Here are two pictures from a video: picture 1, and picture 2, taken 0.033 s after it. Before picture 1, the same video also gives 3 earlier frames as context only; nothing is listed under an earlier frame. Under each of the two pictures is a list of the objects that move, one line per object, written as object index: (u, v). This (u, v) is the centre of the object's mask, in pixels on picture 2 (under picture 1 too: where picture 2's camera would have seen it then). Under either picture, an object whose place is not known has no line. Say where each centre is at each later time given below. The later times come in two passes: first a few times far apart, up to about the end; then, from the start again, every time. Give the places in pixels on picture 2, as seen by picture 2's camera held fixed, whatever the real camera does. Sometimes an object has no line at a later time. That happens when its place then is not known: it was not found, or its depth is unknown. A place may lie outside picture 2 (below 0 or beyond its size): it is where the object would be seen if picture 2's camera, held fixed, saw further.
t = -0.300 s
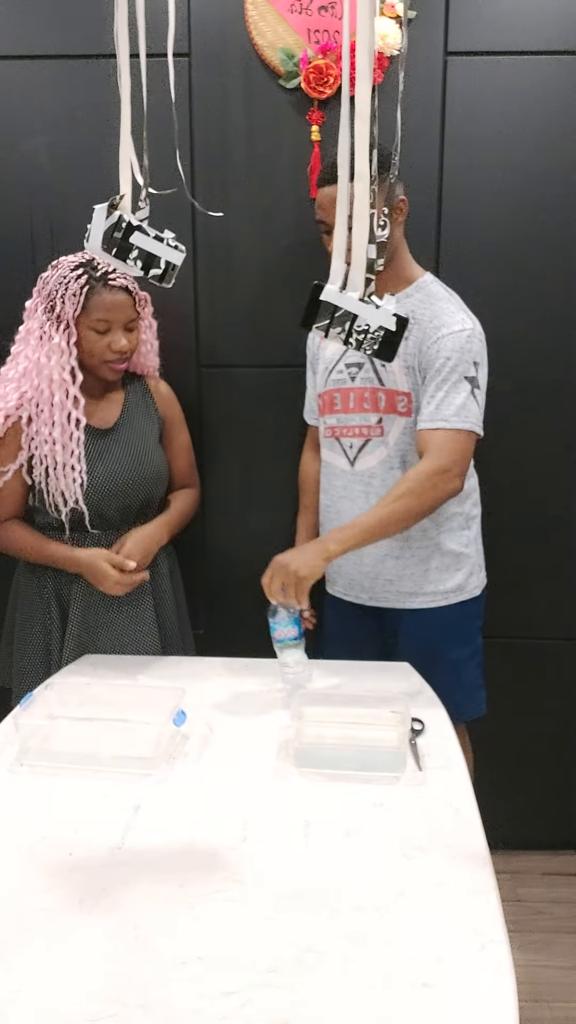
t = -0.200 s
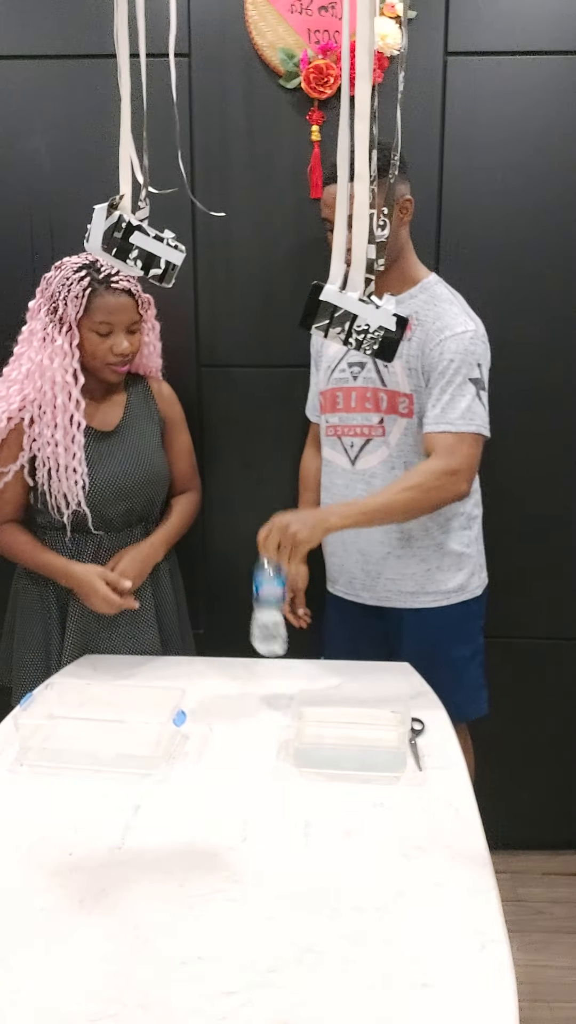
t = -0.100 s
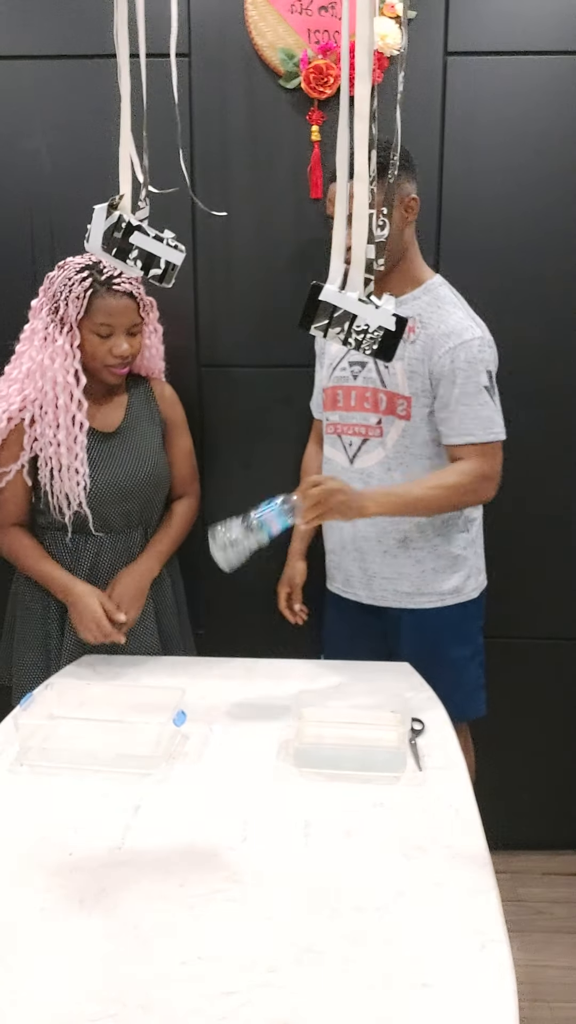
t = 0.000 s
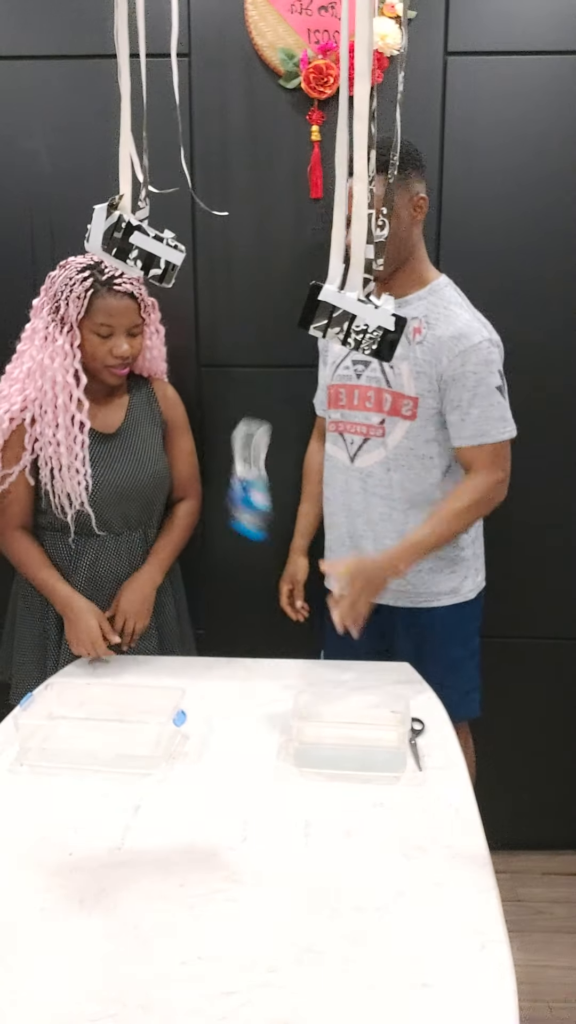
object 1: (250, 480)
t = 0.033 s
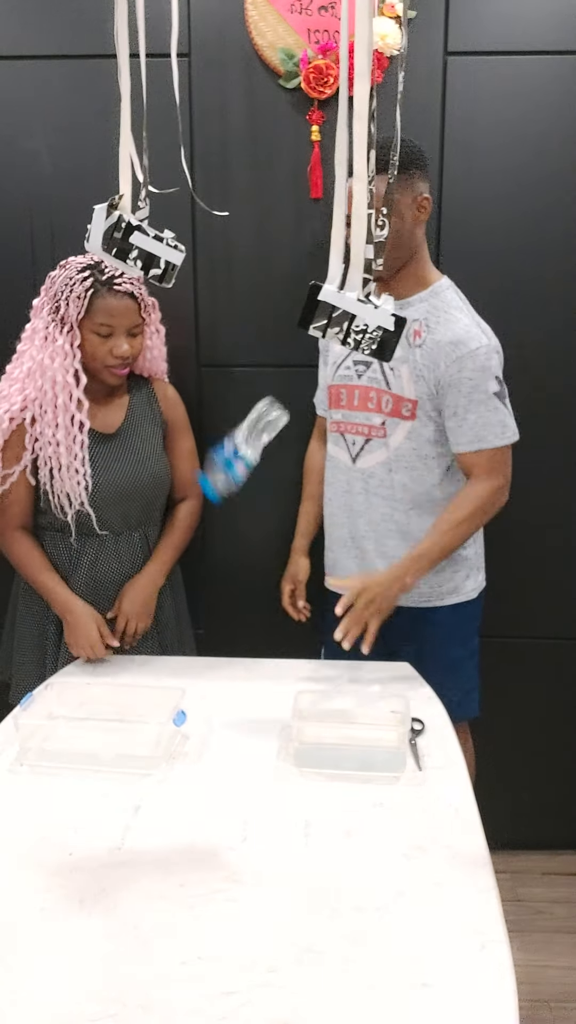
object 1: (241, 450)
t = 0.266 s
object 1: (304, 428)
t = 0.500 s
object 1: (391, 676)
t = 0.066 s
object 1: (244, 423)
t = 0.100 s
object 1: (253, 405)
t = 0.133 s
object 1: (262, 397)
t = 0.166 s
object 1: (273, 396)
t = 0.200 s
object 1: (284, 401)
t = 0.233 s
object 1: (294, 411)
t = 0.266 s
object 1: (304, 428)
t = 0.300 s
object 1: (314, 450)
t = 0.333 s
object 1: (325, 479)
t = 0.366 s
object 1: (335, 515)
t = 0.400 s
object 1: (345, 561)
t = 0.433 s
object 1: (353, 613)
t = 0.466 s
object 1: (372, 644)
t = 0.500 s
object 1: (391, 676)
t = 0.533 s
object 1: (394, 690)
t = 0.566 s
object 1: (404, 689)
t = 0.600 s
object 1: (413, 690)
